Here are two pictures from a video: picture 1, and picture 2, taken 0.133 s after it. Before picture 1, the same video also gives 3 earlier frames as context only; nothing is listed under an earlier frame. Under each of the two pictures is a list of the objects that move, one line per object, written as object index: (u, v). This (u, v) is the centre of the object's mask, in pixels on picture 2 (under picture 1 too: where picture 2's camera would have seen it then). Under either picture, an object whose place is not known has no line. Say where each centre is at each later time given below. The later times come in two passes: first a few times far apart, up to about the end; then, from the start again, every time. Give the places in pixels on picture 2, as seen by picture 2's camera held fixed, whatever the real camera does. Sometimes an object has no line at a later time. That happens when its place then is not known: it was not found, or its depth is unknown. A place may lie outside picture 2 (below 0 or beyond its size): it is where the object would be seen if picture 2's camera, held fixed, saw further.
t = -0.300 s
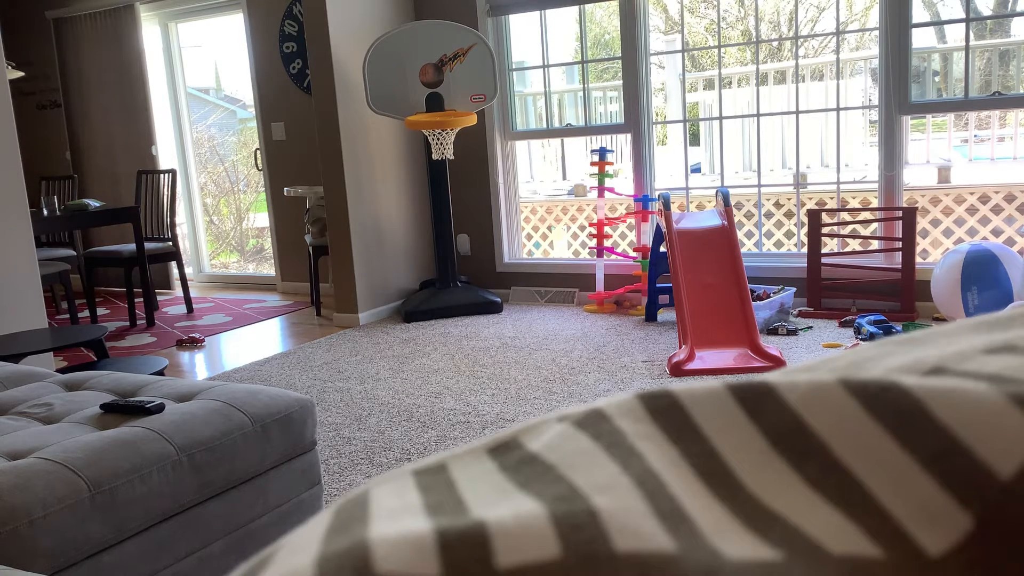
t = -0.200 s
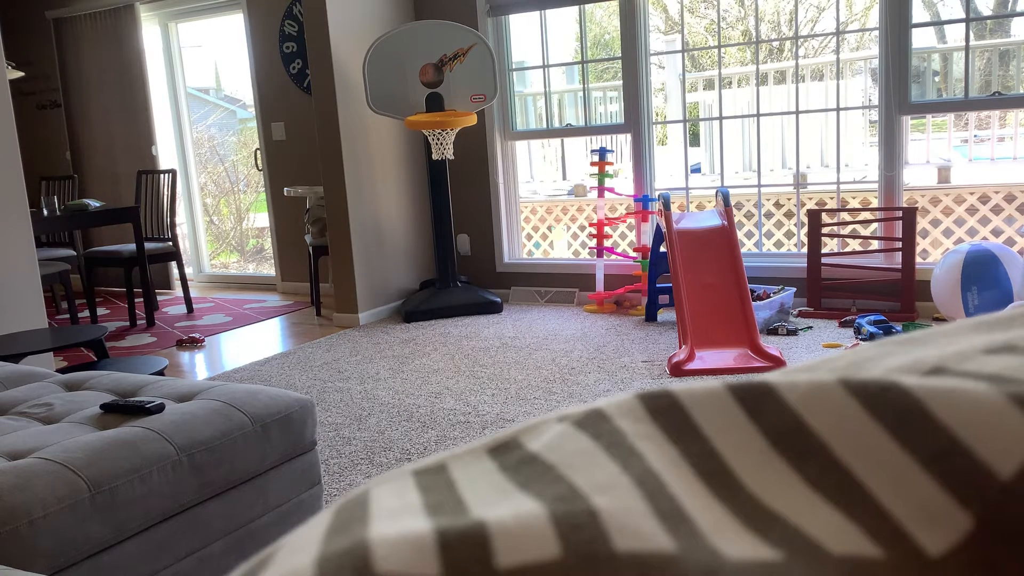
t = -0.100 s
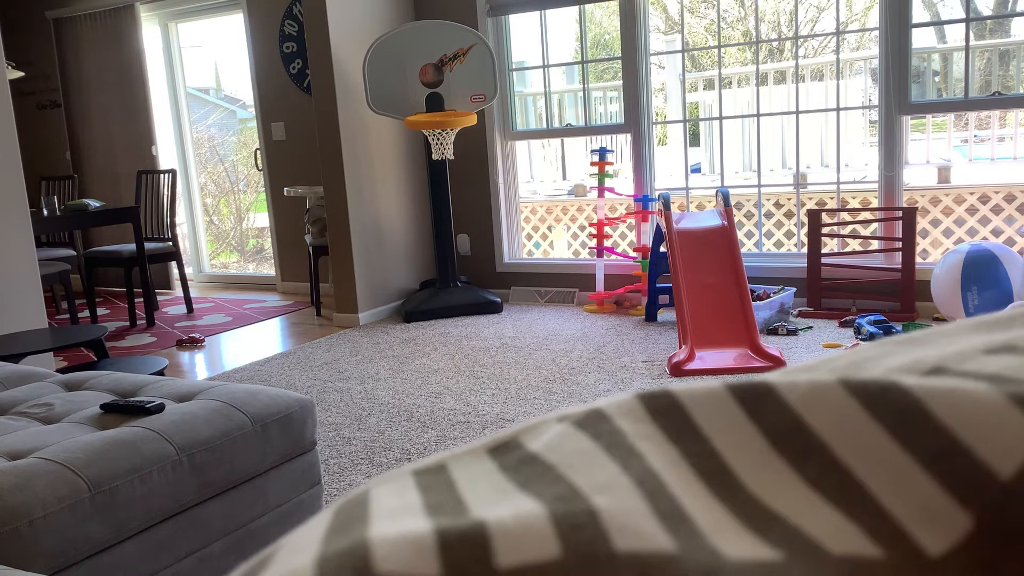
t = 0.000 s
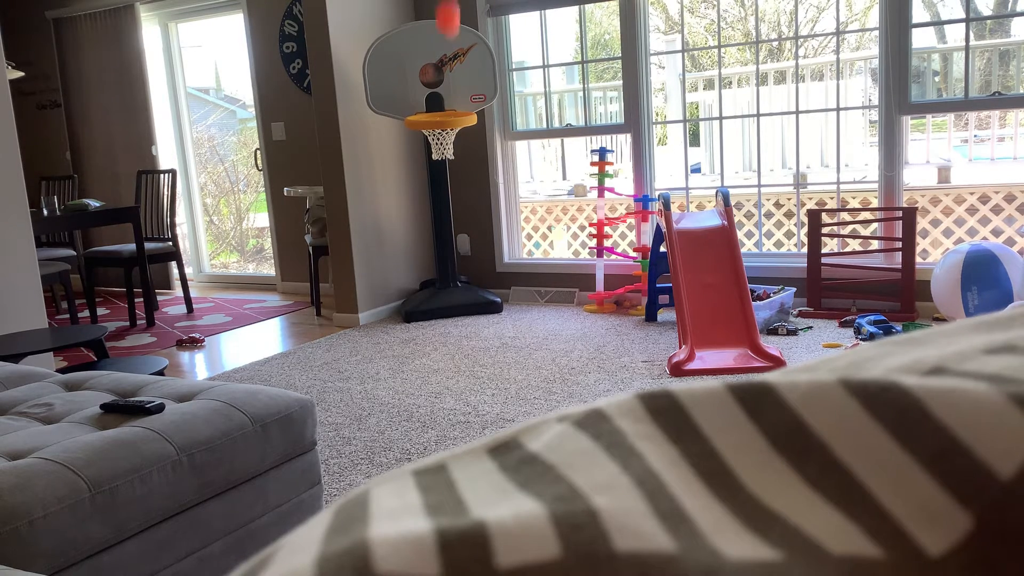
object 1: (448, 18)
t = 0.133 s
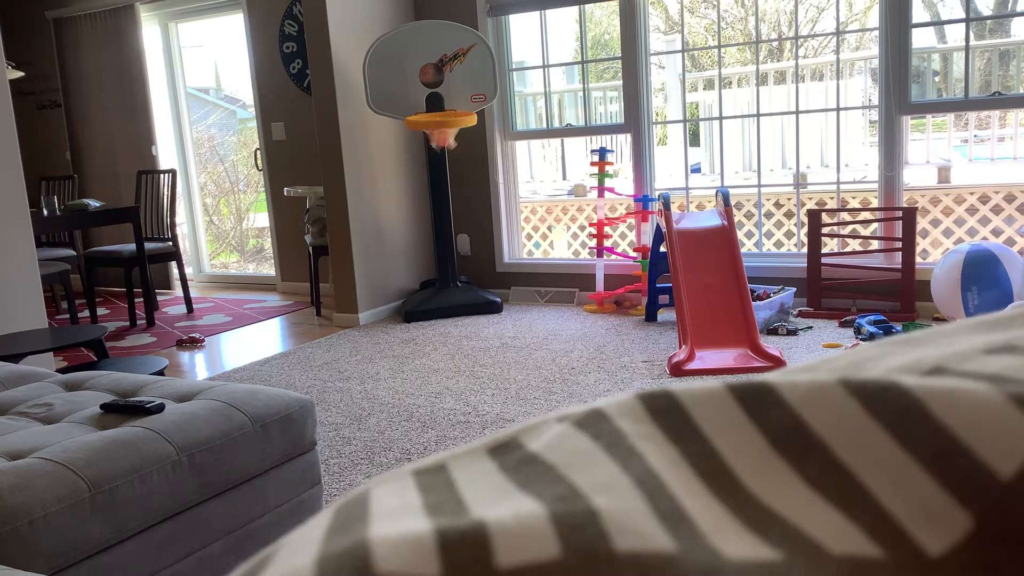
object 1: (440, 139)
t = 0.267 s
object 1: (425, 166)
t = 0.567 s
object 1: (397, 327)
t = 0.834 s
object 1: (352, 266)
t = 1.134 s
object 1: (310, 379)
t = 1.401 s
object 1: (256, 358)
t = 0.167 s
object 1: (434, 142)
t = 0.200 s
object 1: (432, 147)
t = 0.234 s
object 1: (428, 156)
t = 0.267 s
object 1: (425, 166)
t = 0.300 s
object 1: (422, 178)
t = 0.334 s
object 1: (418, 194)
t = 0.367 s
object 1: (415, 211)
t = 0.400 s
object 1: (412, 231)
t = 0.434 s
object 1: (410, 253)
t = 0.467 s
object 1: (407, 278)
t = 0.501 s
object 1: (404, 305)
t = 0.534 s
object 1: (402, 332)
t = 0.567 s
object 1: (397, 327)
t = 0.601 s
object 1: (392, 313)
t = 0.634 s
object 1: (386, 301)
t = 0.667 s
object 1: (380, 290)
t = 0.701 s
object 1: (374, 281)
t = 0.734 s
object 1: (368, 274)
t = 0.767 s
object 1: (363, 270)
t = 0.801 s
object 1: (357, 266)
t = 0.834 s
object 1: (352, 266)
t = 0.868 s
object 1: (347, 267)
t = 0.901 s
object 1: (341, 272)
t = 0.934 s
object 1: (336, 279)
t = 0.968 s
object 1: (331, 289)
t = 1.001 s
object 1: (327, 300)
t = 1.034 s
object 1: (322, 315)
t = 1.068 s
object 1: (318, 333)
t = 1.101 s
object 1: (314, 355)
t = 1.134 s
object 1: (310, 379)
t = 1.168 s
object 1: (307, 388)
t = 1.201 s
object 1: (297, 380)
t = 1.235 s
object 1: (291, 371)
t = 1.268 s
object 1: (284, 364)
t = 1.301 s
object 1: (277, 359)
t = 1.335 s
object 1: (270, 356)
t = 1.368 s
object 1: (263, 355)
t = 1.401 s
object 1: (256, 358)
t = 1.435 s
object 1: (250, 364)
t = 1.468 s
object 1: (244, 372)
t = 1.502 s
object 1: (239, 377)
